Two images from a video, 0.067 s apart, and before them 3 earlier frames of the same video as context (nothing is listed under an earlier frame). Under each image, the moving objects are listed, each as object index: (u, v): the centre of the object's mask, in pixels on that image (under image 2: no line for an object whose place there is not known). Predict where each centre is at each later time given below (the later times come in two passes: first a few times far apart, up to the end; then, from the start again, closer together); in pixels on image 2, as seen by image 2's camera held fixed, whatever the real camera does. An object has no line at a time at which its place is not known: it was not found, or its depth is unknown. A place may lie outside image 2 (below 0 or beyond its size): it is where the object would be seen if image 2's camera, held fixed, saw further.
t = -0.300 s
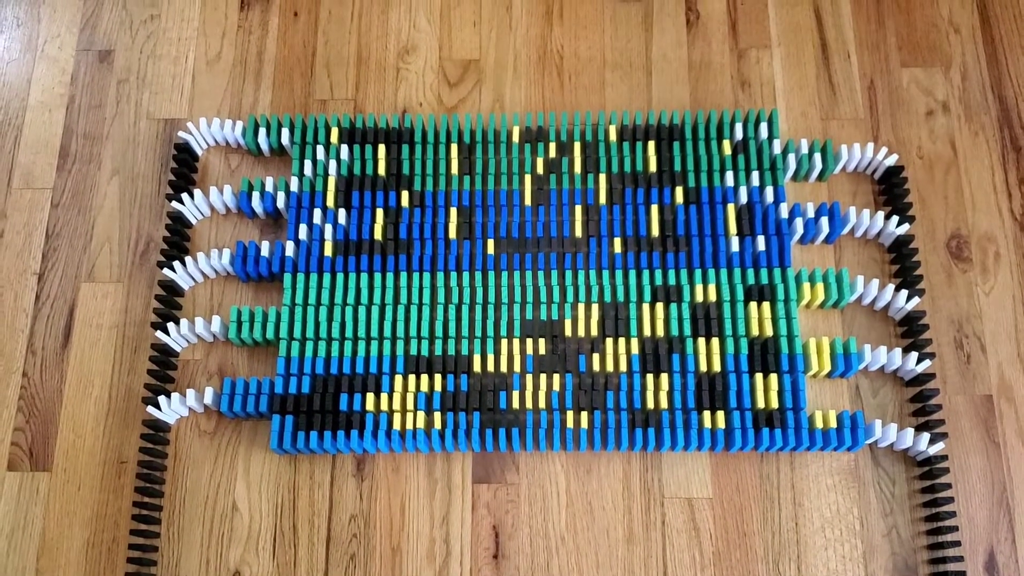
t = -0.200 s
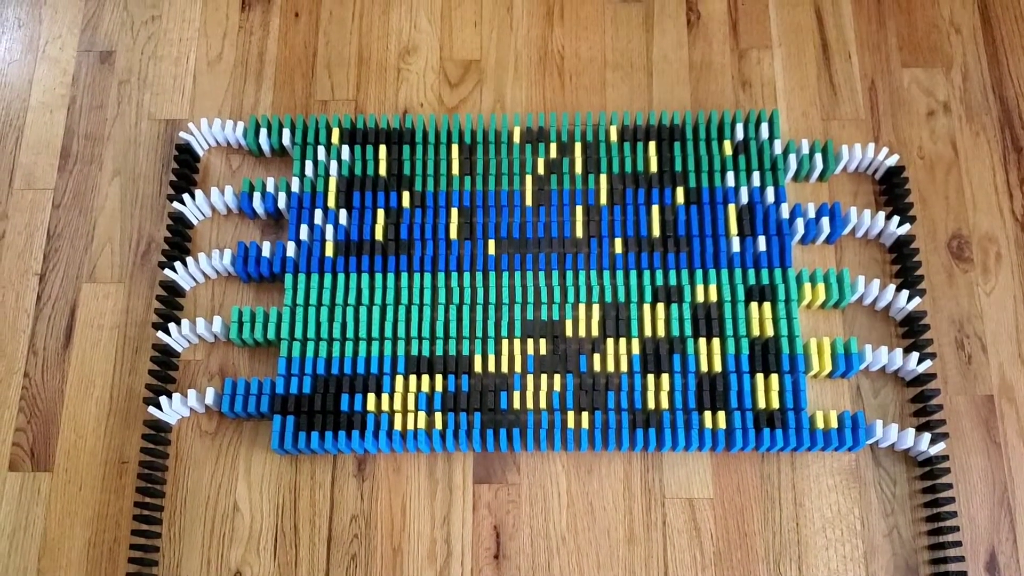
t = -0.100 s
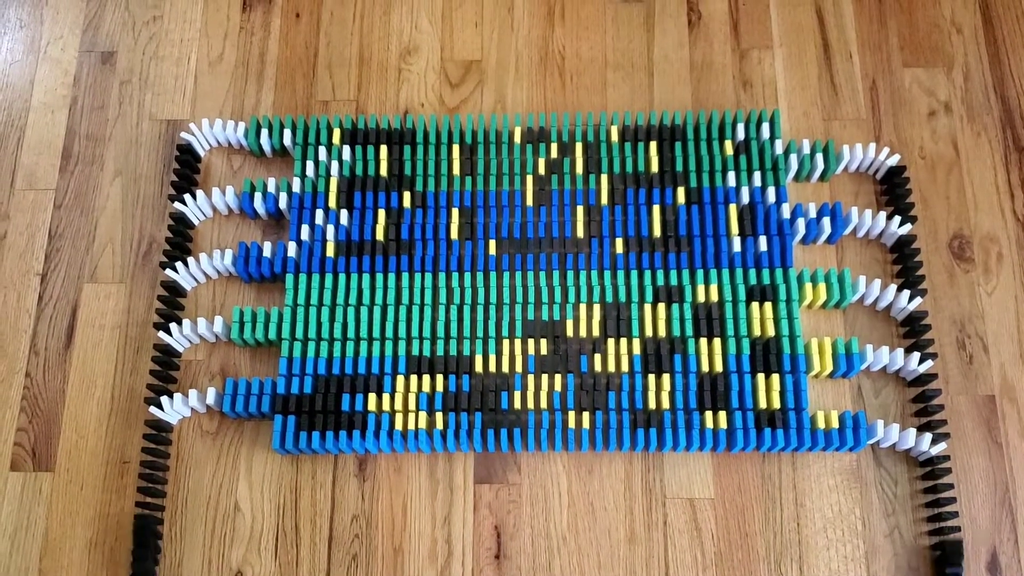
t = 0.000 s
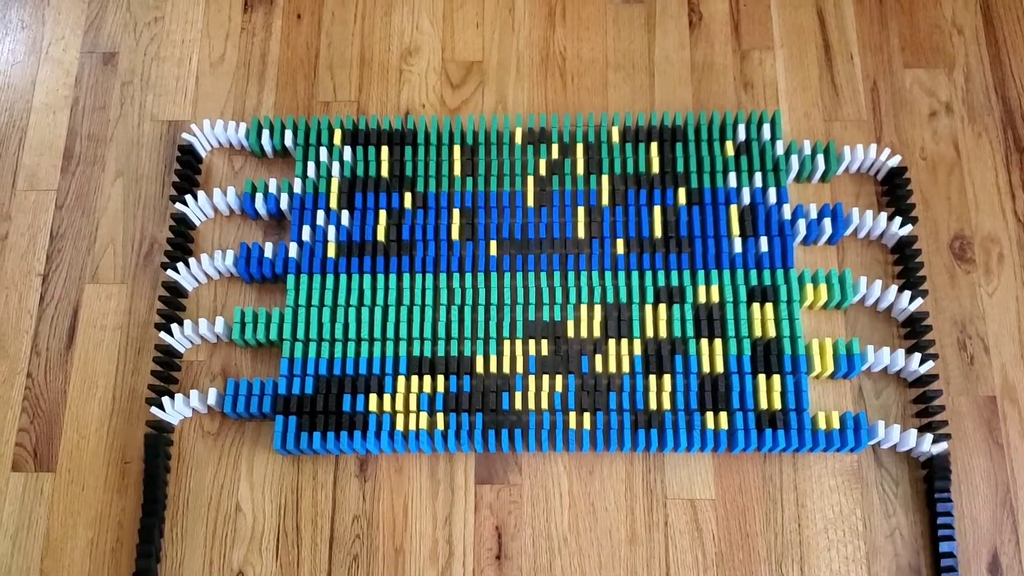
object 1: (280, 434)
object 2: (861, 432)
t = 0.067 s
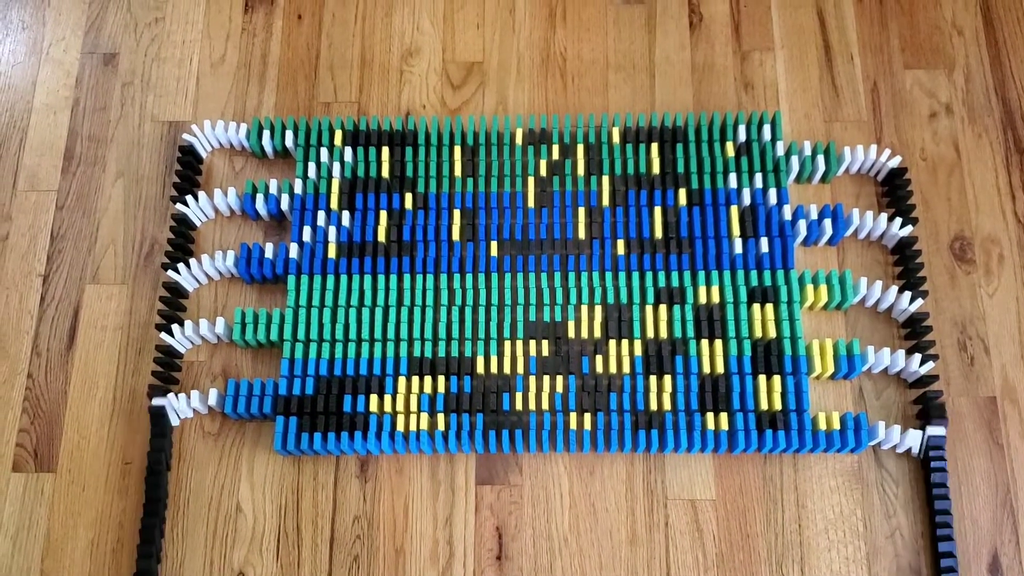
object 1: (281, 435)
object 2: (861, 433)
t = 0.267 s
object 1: (280, 434)
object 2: (850, 437)
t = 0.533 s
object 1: (280, 435)
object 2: (848, 446)
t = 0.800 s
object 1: (280, 435)
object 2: (851, 447)
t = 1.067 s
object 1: (250, 453)
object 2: (852, 448)
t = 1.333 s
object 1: (243, 454)
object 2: (857, 449)
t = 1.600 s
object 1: (242, 455)
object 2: (858, 449)
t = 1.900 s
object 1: (242, 455)
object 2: (858, 449)
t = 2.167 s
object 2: (857, 449)
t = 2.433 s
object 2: (857, 449)
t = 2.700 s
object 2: (858, 449)
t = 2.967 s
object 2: (857, 449)
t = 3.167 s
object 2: (857, 449)
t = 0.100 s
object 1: (280, 435)
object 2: (861, 433)
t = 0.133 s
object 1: (280, 435)
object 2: (861, 433)
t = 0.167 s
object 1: (280, 435)
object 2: (861, 433)
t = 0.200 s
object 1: (280, 435)
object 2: (860, 433)
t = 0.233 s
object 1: (280, 435)
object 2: (856, 434)
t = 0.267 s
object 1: (280, 434)
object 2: (850, 437)
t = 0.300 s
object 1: (280, 434)
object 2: (850, 445)
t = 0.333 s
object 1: (280, 434)
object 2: (848, 445)
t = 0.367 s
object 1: (280, 434)
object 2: (847, 446)
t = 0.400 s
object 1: (280, 435)
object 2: (847, 446)
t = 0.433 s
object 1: (280, 435)
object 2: (846, 446)
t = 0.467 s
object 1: (280, 435)
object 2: (847, 446)
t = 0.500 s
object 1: (280, 435)
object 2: (848, 446)
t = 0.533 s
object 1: (280, 435)
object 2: (848, 446)
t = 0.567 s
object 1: (280, 435)
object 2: (850, 447)
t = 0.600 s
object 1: (280, 435)
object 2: (850, 447)
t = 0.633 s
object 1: (280, 435)
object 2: (851, 447)
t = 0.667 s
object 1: (280, 435)
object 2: (851, 447)
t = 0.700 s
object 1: (280, 435)
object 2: (851, 447)
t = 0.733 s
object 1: (280, 435)
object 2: (851, 447)
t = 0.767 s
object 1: (280, 435)
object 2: (851, 447)
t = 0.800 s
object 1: (280, 435)
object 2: (851, 447)
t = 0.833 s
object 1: (280, 435)
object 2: (851, 447)
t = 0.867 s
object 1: (280, 435)
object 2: (852, 447)
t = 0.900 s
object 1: (280, 435)
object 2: (852, 448)
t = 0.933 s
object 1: (280, 435)
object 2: (852, 448)
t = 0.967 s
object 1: (280, 433)
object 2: (852, 447)
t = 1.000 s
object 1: (270, 442)
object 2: (852, 448)
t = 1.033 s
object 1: (260, 447)
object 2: (852, 447)
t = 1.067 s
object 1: (250, 453)
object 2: (852, 448)
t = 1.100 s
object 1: (246, 454)
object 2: (853, 448)
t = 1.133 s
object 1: (243, 454)
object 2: (854, 448)
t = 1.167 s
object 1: (243, 454)
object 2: (854, 448)
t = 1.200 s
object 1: (243, 454)
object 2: (855, 448)
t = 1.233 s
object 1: (243, 455)
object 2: (856, 448)
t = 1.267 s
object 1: (243, 454)
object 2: (857, 449)
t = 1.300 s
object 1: (243, 454)
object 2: (857, 449)
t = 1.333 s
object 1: (243, 454)
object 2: (857, 449)
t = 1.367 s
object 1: (243, 454)
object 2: (857, 449)
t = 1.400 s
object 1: (243, 454)
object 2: (858, 449)
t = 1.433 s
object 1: (242, 454)
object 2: (858, 449)
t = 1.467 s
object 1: (242, 454)
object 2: (858, 449)
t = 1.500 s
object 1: (242, 455)
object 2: (858, 449)
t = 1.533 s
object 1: (242, 455)
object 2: (858, 449)
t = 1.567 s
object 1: (242, 455)
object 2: (858, 449)
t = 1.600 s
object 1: (242, 455)
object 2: (858, 449)
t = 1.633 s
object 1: (242, 455)
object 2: (858, 449)
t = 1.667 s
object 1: (242, 455)
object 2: (858, 449)
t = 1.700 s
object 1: (242, 455)
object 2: (858, 449)
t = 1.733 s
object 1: (242, 455)
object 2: (858, 449)
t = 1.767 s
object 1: (242, 455)
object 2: (858, 449)
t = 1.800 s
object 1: (242, 455)
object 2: (858, 449)
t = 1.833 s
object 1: (242, 455)
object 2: (858, 449)
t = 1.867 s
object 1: (242, 455)
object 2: (858, 449)
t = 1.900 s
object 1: (242, 455)
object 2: (858, 449)
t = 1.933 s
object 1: (242, 455)
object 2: (858, 449)
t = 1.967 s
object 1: (242, 455)
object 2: (858, 449)
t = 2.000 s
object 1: (242, 455)
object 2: (858, 449)
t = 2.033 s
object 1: (242, 455)
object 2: (857, 449)
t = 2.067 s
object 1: (242, 455)
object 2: (857, 449)
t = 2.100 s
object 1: (242, 454)
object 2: (857, 449)
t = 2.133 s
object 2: (858, 449)
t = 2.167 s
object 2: (857, 449)
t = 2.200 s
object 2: (857, 449)
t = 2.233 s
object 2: (857, 449)
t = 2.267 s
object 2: (857, 449)
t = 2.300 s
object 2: (857, 449)
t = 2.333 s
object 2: (858, 449)
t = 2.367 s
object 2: (857, 449)
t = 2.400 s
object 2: (857, 449)
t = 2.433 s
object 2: (857, 449)
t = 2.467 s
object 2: (858, 449)
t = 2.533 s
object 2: (858, 449)
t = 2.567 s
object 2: (858, 449)
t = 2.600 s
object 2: (858, 449)
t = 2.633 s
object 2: (858, 449)
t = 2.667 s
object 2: (858, 449)
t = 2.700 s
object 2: (858, 449)
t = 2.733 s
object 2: (857, 449)
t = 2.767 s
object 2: (857, 449)
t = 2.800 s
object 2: (858, 449)
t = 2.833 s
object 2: (858, 449)
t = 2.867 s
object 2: (857, 449)
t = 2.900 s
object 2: (857, 449)
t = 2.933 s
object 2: (857, 449)
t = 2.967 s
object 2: (857, 449)
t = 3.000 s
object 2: (857, 449)
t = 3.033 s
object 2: (857, 449)
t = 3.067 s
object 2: (857, 449)
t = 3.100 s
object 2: (857, 449)
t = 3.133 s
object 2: (857, 449)
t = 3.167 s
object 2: (857, 449)
